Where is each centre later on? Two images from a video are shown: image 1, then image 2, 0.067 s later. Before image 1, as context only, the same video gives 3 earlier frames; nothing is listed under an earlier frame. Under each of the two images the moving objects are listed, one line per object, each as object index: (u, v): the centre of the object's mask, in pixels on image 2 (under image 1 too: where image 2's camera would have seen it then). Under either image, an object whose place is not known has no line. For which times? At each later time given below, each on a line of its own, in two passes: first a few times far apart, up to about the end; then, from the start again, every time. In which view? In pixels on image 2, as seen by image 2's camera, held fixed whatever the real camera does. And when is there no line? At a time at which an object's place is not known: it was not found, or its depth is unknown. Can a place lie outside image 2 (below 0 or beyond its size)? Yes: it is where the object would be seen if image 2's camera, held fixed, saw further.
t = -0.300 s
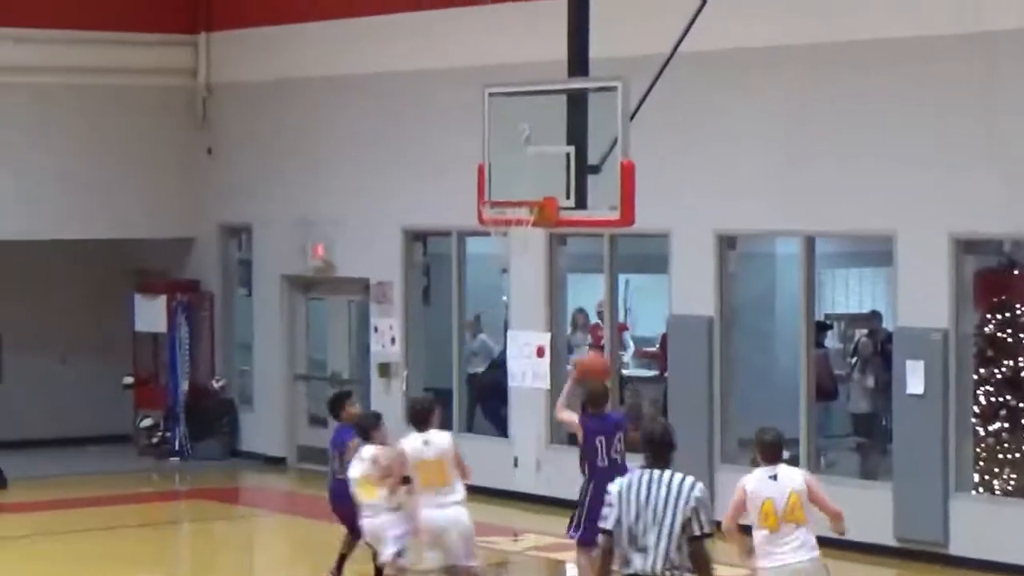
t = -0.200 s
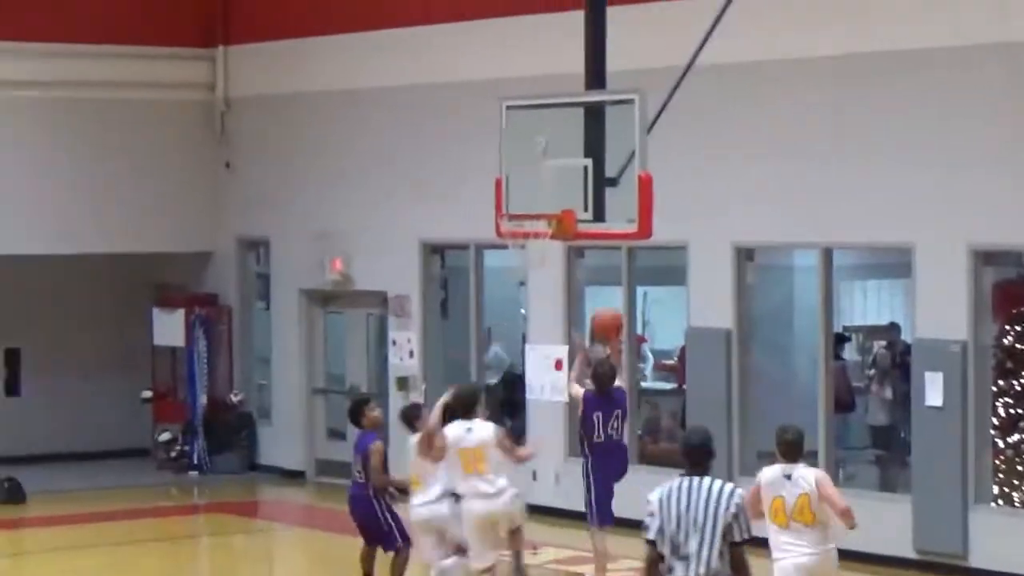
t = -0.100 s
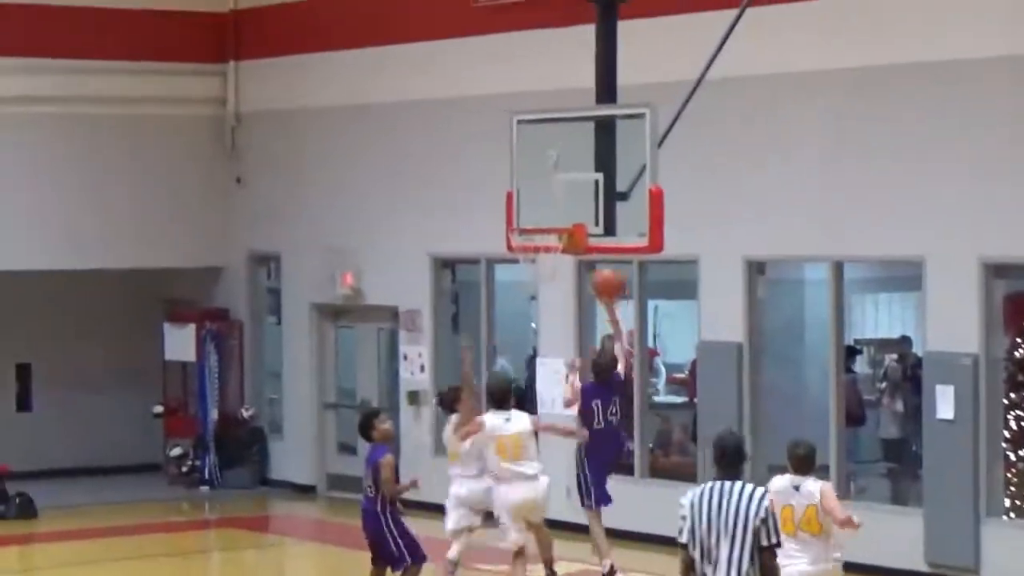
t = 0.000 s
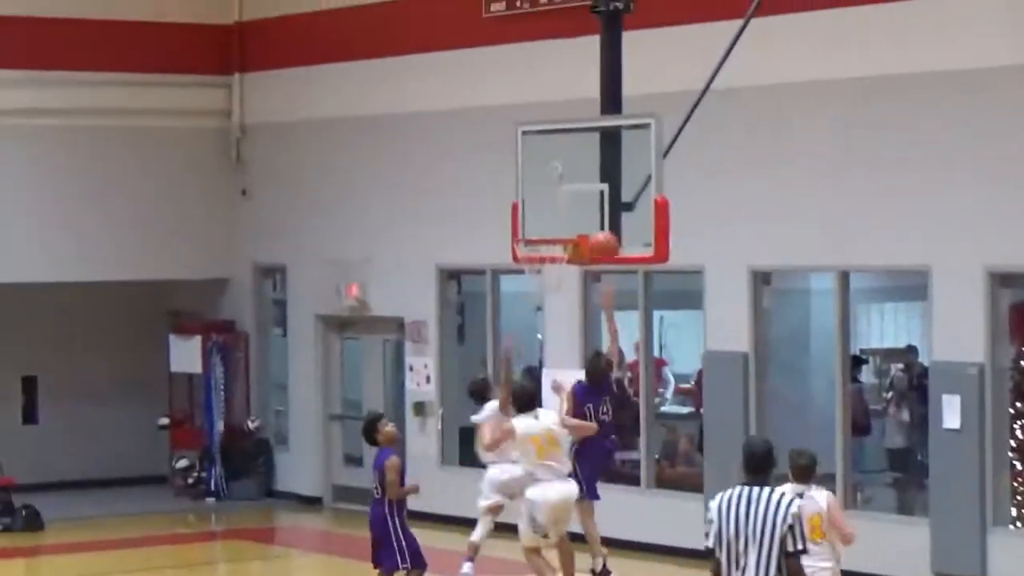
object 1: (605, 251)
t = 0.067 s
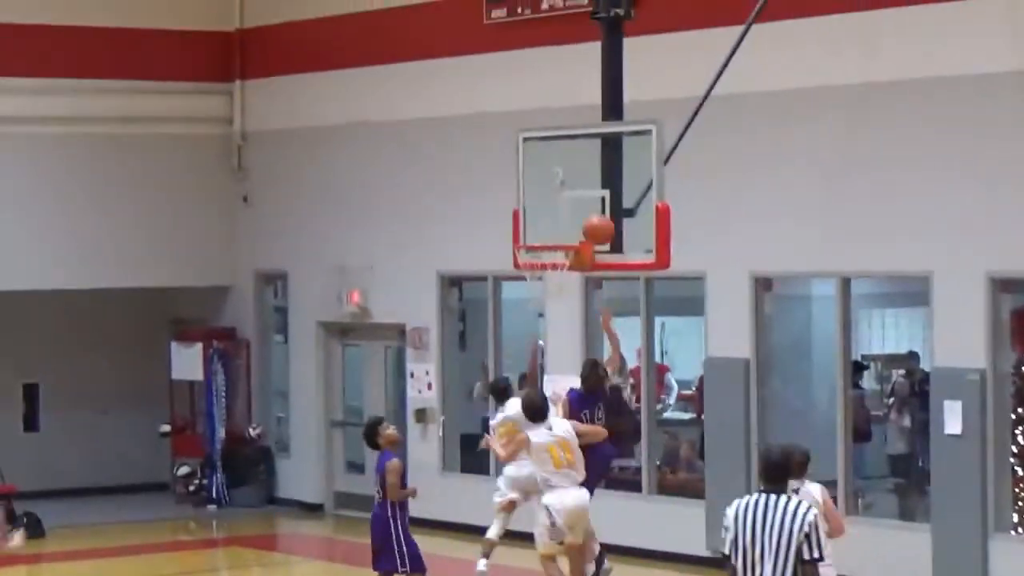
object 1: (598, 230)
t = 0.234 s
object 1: (575, 206)
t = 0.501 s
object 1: (537, 220)
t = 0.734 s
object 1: (527, 215)
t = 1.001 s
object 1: (538, 231)
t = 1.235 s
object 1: (558, 273)
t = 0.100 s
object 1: (595, 221)
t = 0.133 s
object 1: (592, 213)
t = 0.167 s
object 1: (588, 209)
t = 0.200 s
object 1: (580, 207)
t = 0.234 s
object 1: (575, 206)
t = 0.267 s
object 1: (569, 207)
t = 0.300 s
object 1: (563, 208)
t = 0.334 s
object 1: (557, 212)
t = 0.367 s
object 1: (552, 216)
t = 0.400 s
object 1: (546, 222)
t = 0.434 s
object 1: (541, 230)
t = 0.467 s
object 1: (539, 227)
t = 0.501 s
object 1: (537, 220)
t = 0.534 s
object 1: (535, 214)
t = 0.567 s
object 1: (534, 211)
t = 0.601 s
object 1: (532, 209)
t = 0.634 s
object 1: (531, 208)
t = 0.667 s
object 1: (531, 209)
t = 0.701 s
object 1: (528, 211)
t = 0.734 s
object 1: (527, 215)
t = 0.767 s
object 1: (525, 220)
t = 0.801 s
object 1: (523, 226)
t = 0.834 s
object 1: (522, 230)
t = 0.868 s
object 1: (525, 230)
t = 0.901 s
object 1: (528, 229)
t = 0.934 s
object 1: (532, 228)
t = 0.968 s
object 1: (533, 229)
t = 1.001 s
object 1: (538, 231)
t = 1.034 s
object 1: (540, 234)
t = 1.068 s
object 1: (544, 242)
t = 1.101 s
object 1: (546, 247)
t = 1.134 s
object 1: (550, 252)
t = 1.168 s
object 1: (551, 259)
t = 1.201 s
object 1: (555, 265)
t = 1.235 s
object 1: (558, 273)
